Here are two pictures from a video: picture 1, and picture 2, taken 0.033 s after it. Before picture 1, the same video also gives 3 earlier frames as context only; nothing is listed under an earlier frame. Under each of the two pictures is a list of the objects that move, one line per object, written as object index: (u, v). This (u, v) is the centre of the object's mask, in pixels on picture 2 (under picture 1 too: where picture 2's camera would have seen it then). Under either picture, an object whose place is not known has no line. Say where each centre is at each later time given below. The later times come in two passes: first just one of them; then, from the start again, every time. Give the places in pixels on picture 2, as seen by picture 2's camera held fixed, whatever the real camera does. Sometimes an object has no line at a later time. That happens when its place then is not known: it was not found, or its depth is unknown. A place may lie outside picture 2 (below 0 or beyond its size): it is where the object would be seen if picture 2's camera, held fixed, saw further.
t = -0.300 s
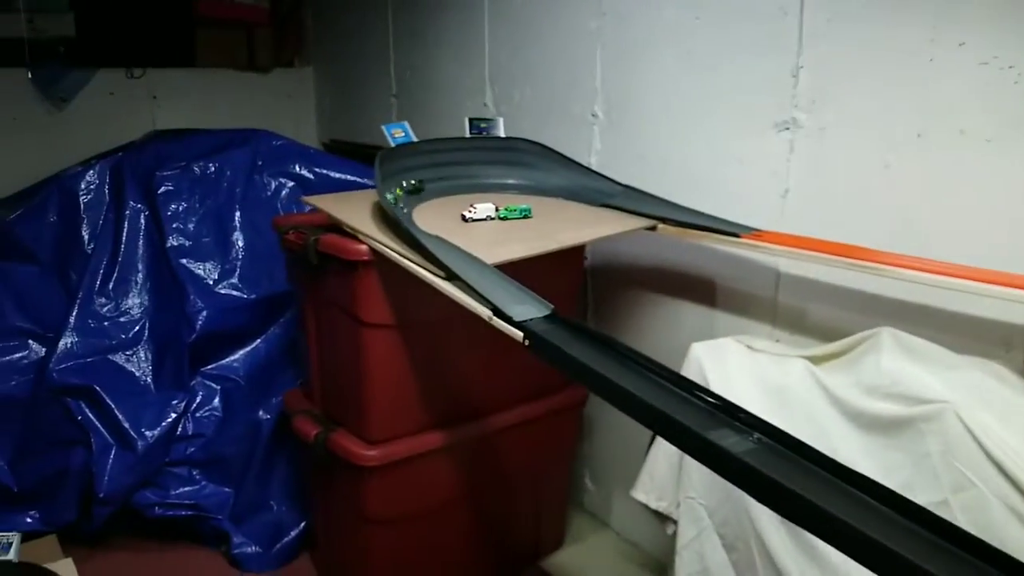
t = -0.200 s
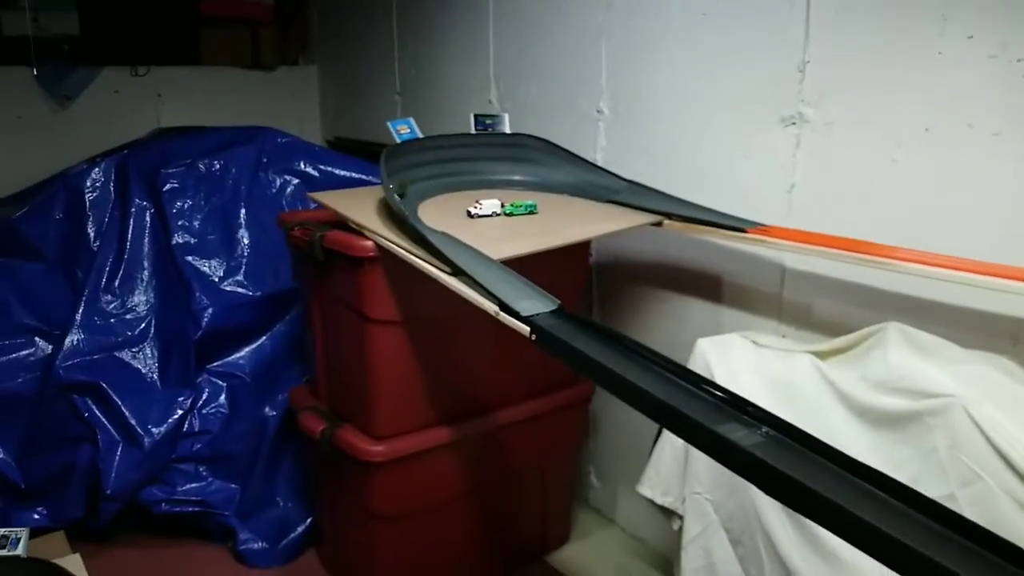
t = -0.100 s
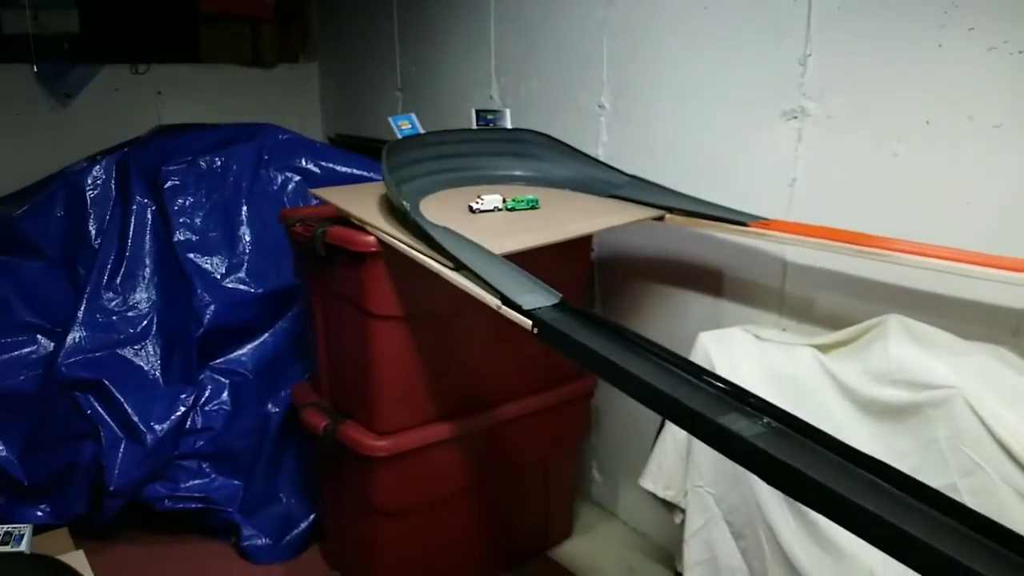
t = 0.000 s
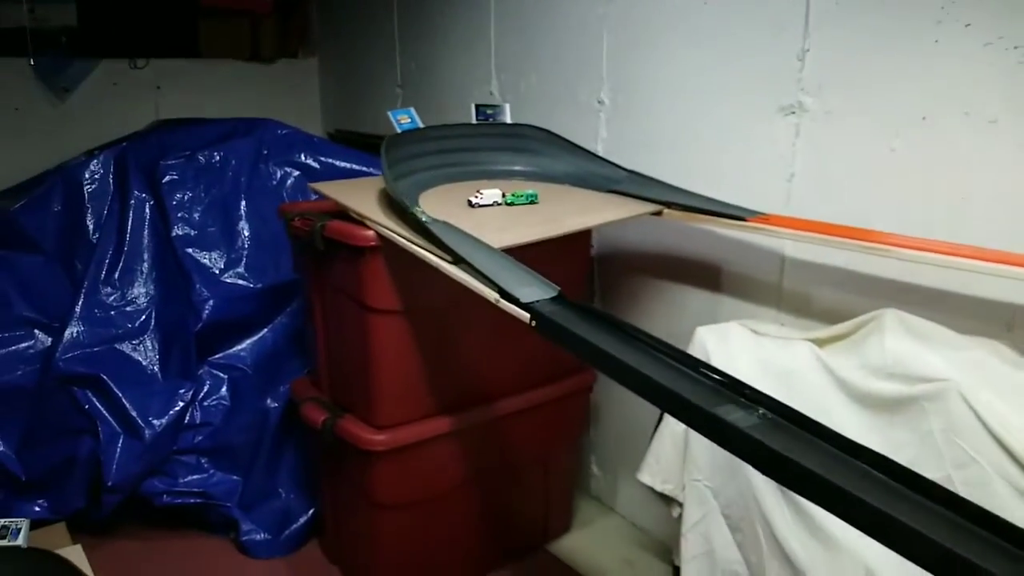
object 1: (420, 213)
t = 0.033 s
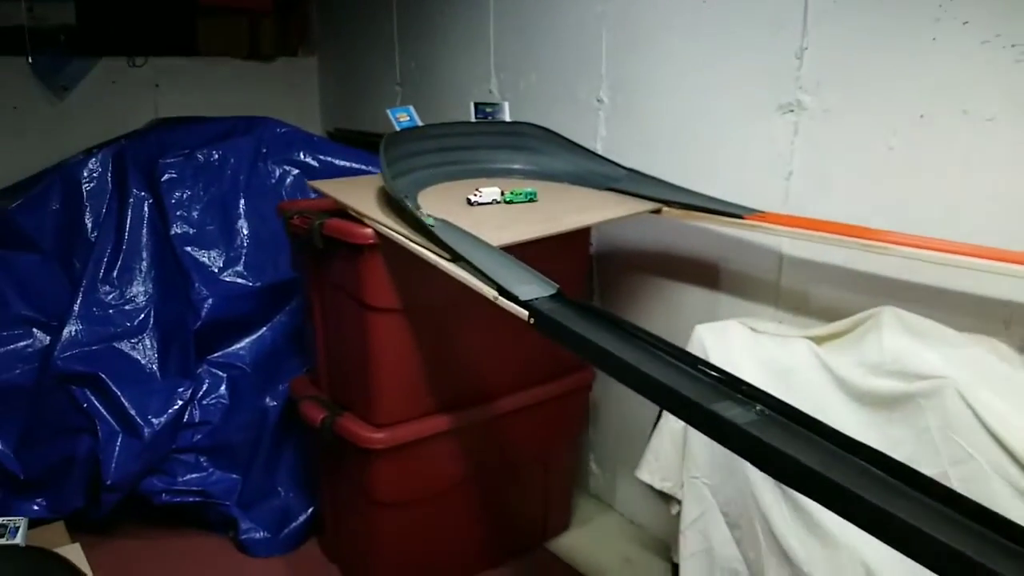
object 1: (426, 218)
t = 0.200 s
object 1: (467, 245)
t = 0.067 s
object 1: (434, 223)
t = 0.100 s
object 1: (440, 228)
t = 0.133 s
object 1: (449, 234)
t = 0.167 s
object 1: (457, 239)
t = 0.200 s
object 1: (467, 245)
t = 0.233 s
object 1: (477, 251)
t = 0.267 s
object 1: (486, 259)
